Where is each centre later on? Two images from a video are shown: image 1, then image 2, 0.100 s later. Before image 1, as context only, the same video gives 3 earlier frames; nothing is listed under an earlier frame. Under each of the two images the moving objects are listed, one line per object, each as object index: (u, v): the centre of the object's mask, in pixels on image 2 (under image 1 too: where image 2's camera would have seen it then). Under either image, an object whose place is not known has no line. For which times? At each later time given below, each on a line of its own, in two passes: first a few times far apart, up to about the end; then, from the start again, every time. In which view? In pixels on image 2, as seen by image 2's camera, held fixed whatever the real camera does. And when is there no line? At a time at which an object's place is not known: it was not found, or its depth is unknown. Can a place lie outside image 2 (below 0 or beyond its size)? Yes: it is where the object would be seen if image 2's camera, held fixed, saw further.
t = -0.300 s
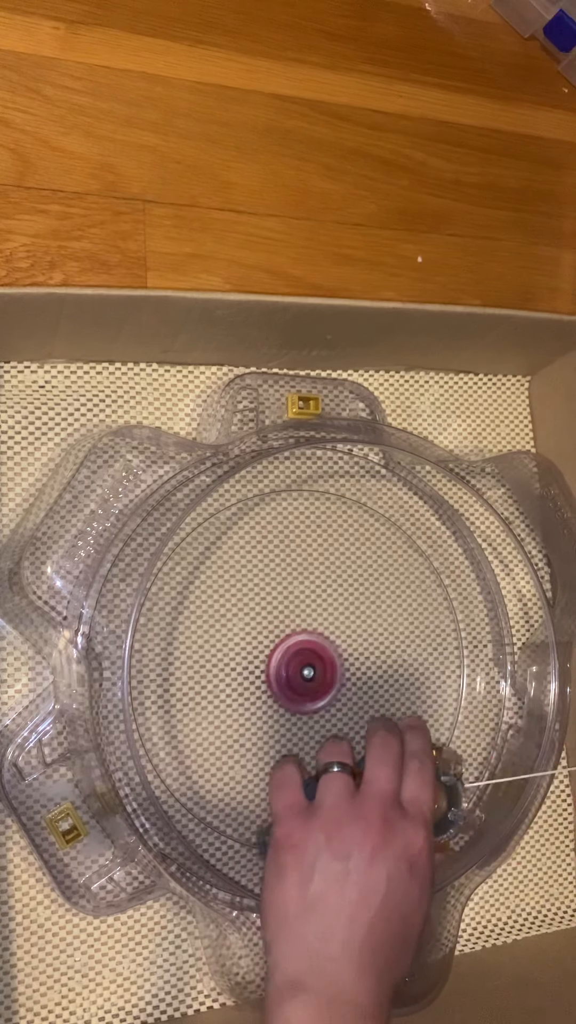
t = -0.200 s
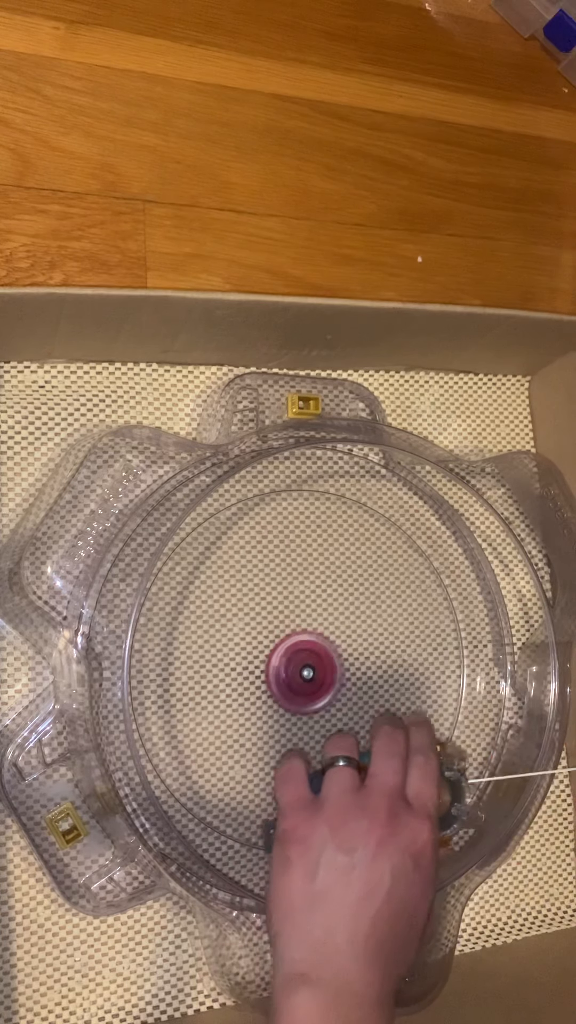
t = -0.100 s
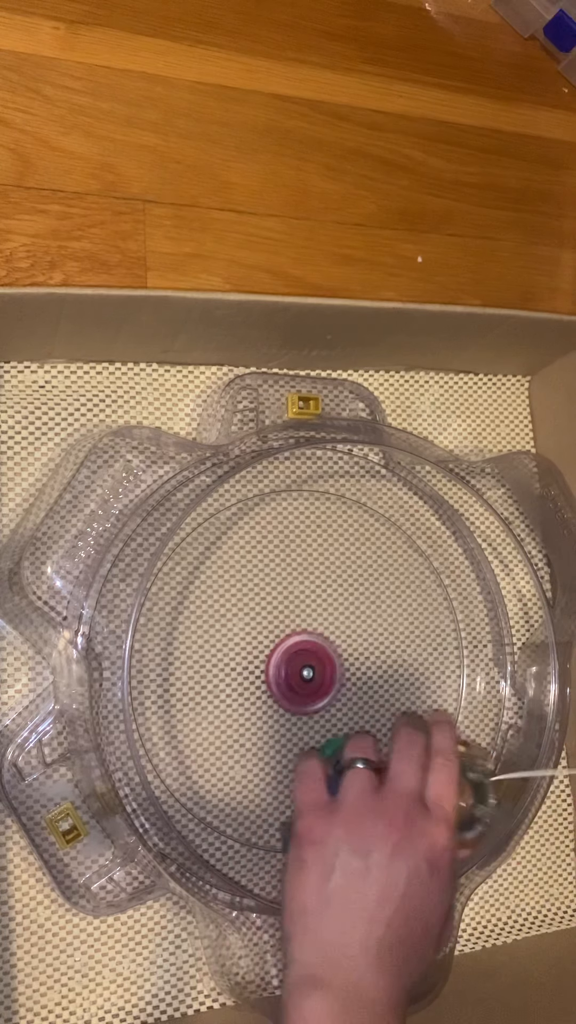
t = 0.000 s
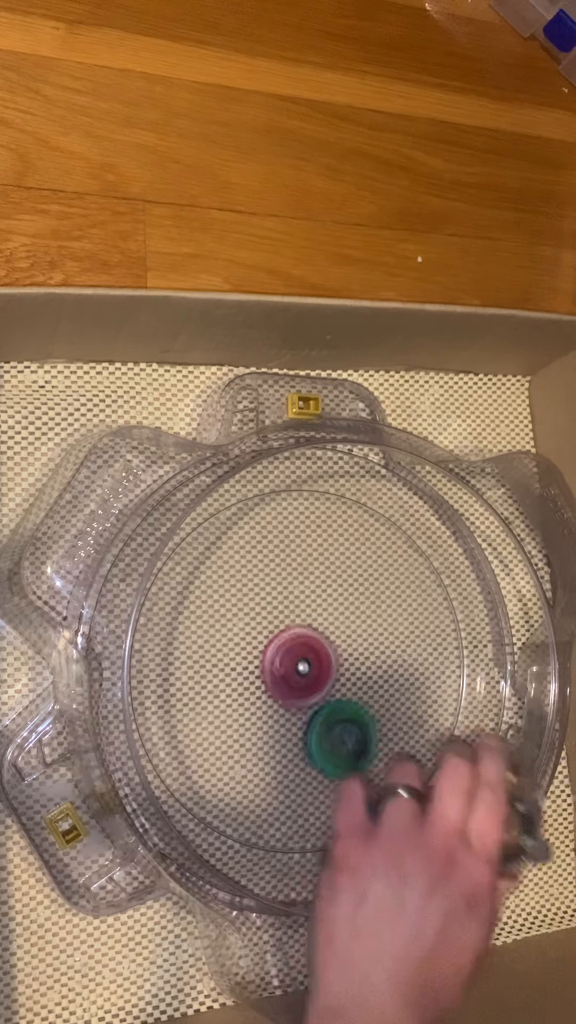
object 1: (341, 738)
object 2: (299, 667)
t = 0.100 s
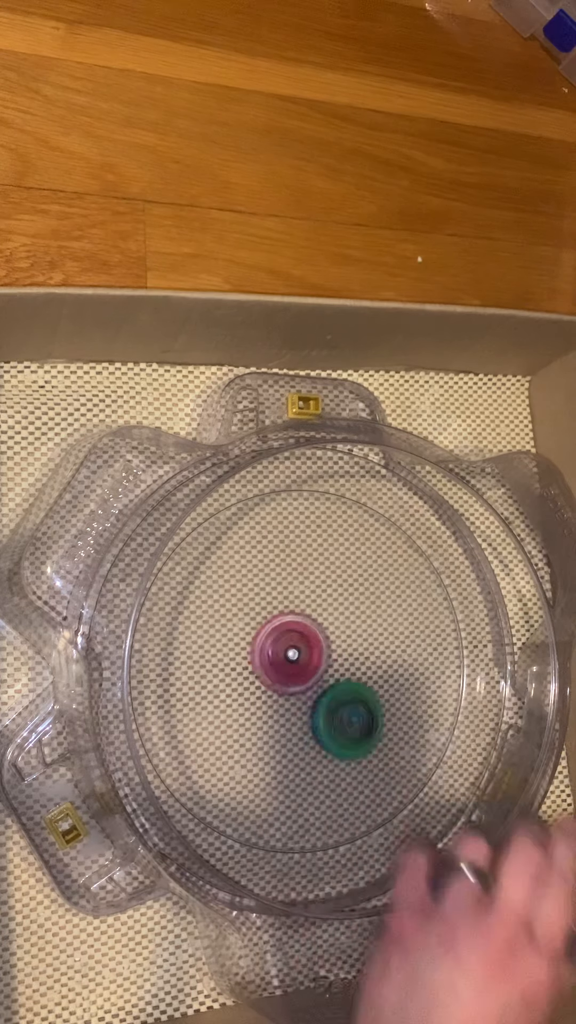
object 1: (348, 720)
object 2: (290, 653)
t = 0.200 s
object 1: (347, 693)
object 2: (284, 644)
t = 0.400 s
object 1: (339, 646)
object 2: (267, 617)
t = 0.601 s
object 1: (333, 623)
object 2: (250, 595)
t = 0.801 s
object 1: (329, 620)
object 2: (258, 597)
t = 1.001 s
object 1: (333, 626)
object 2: (253, 606)
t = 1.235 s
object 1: (332, 636)
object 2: (259, 625)
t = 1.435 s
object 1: (336, 656)
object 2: (261, 659)
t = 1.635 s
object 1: (339, 668)
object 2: (244, 720)
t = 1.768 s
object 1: (331, 674)
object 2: (247, 729)
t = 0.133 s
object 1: (348, 711)
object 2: (289, 650)
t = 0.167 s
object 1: (347, 702)
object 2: (287, 649)
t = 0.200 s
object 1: (347, 693)
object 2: (284, 644)
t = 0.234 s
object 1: (349, 686)
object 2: (277, 639)
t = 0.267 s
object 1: (349, 677)
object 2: (273, 633)
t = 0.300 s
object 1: (347, 669)
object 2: (270, 628)
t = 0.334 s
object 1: (345, 661)
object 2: (268, 624)
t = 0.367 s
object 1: (342, 653)
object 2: (268, 620)
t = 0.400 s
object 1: (339, 646)
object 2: (267, 617)
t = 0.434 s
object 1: (336, 639)
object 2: (266, 615)
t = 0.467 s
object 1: (337, 633)
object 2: (258, 610)
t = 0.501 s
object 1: (337, 630)
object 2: (253, 605)
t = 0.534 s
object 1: (335, 626)
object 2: (250, 600)
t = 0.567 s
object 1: (334, 625)
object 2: (249, 597)
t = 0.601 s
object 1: (333, 623)
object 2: (250, 595)
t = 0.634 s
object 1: (332, 622)
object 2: (251, 594)
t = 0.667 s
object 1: (332, 621)
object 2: (251, 594)
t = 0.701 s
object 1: (331, 621)
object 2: (253, 594)
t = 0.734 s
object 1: (330, 620)
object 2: (255, 595)
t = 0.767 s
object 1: (329, 620)
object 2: (257, 595)
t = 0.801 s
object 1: (329, 620)
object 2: (258, 597)
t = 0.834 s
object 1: (330, 621)
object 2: (259, 599)
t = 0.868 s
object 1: (331, 622)
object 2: (256, 601)
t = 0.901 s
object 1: (332, 624)
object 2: (254, 603)
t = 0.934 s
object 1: (333, 625)
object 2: (253, 604)
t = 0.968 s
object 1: (333, 625)
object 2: (253, 604)
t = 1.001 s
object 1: (333, 626)
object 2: (253, 606)
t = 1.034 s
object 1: (333, 626)
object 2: (254, 607)
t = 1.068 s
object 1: (333, 628)
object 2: (255, 610)
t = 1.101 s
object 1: (332, 629)
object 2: (256, 613)
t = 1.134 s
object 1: (332, 629)
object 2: (257, 615)
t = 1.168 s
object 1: (332, 631)
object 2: (258, 617)
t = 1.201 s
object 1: (332, 634)
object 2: (258, 621)
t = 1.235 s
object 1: (332, 636)
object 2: (259, 625)
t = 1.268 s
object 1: (336, 639)
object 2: (254, 631)
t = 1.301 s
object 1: (338, 642)
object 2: (254, 635)
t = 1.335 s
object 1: (338, 645)
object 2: (255, 639)
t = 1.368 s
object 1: (337, 648)
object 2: (256, 645)
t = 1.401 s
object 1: (337, 652)
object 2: (259, 651)
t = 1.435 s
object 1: (336, 656)
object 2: (261, 659)
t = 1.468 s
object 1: (341, 659)
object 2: (256, 670)
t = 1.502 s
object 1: (342, 661)
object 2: (251, 681)
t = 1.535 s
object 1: (342, 663)
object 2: (249, 693)
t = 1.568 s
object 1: (342, 664)
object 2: (246, 704)
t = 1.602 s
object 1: (340, 666)
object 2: (245, 713)
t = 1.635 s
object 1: (339, 668)
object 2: (244, 720)
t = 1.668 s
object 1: (338, 669)
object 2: (245, 724)
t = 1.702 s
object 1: (336, 671)
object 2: (246, 728)
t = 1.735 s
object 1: (334, 672)
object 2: (246, 729)
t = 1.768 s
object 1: (331, 674)
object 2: (247, 729)
